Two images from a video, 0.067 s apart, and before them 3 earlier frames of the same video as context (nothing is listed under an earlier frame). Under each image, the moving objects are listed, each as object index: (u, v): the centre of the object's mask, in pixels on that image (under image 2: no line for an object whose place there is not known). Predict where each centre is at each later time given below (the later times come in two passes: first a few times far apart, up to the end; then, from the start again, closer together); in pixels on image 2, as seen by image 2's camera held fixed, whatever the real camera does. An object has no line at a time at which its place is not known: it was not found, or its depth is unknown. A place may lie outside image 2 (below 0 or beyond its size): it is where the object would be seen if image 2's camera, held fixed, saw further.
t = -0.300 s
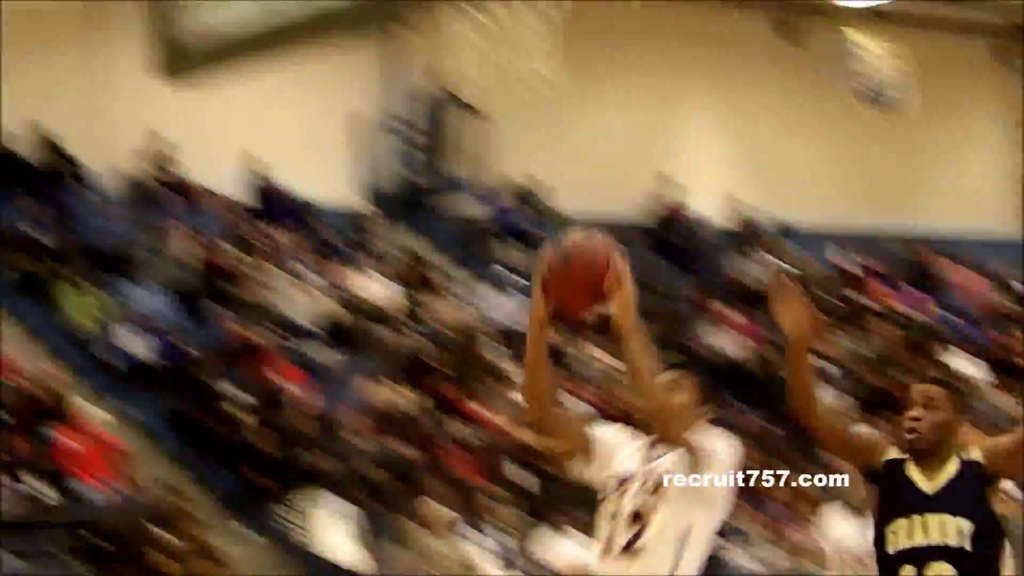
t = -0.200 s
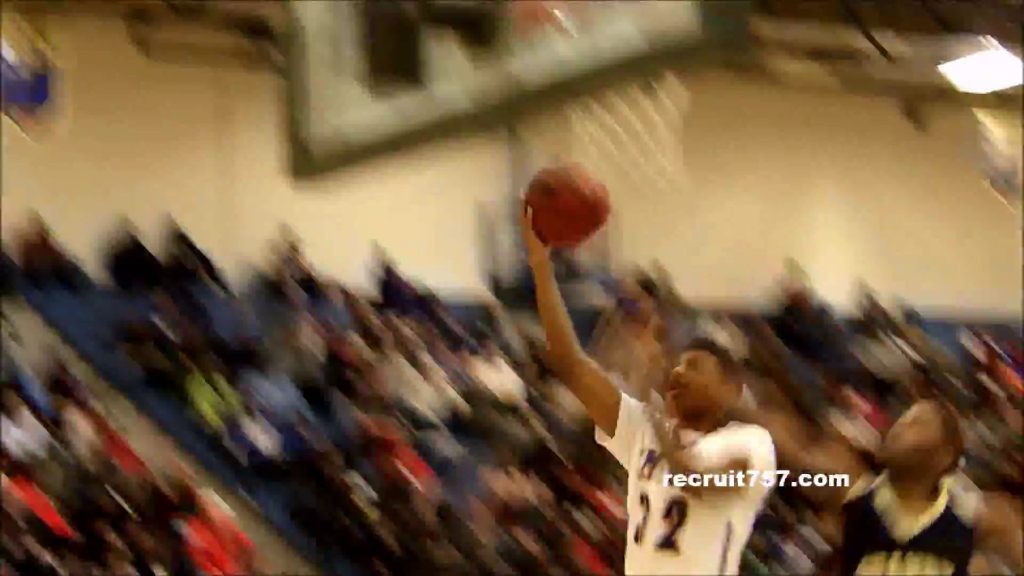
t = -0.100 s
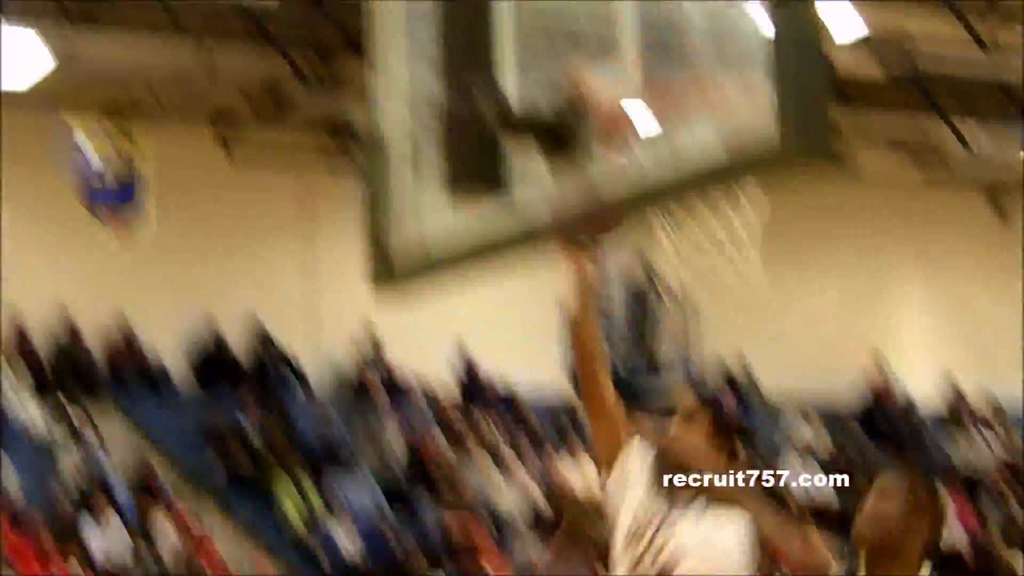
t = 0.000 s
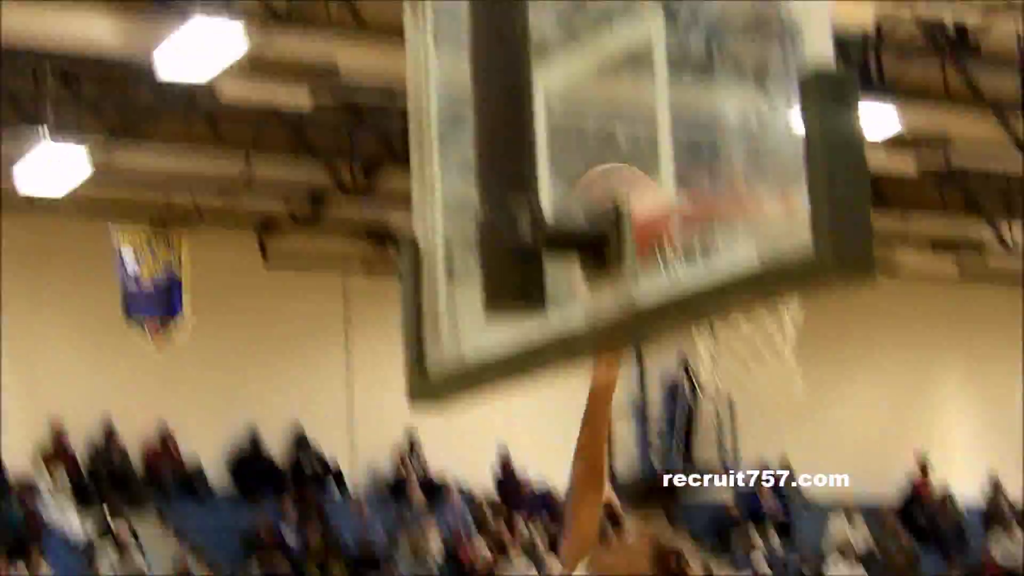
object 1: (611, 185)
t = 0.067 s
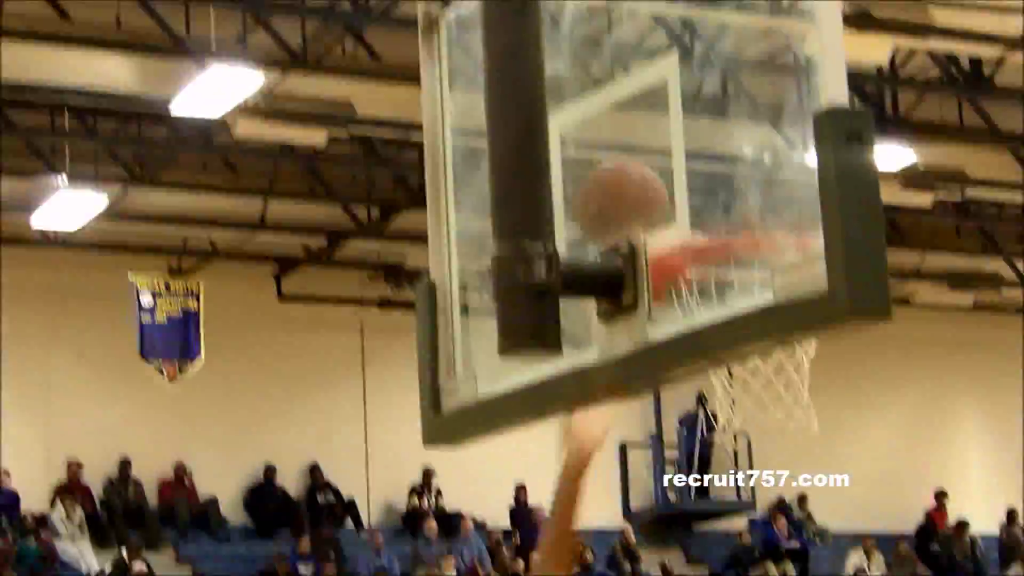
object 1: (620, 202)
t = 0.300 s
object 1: (759, 202)
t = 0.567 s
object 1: (693, 286)
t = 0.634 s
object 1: (687, 286)
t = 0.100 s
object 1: (624, 195)
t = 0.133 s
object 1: (637, 192)
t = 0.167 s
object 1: (659, 189)
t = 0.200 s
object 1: (689, 188)
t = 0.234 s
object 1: (713, 186)
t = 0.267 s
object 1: (732, 197)
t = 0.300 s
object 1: (759, 202)
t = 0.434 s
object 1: (756, 237)
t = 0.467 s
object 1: (724, 283)
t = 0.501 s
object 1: (727, 261)
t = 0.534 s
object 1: (709, 283)
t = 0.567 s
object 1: (693, 286)
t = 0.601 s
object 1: (690, 286)
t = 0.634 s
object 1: (687, 286)
